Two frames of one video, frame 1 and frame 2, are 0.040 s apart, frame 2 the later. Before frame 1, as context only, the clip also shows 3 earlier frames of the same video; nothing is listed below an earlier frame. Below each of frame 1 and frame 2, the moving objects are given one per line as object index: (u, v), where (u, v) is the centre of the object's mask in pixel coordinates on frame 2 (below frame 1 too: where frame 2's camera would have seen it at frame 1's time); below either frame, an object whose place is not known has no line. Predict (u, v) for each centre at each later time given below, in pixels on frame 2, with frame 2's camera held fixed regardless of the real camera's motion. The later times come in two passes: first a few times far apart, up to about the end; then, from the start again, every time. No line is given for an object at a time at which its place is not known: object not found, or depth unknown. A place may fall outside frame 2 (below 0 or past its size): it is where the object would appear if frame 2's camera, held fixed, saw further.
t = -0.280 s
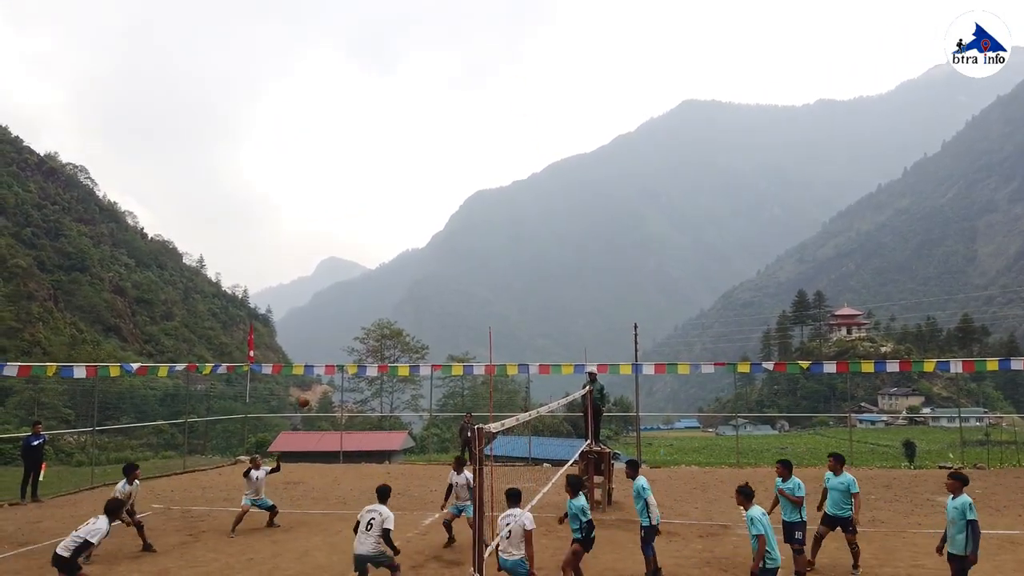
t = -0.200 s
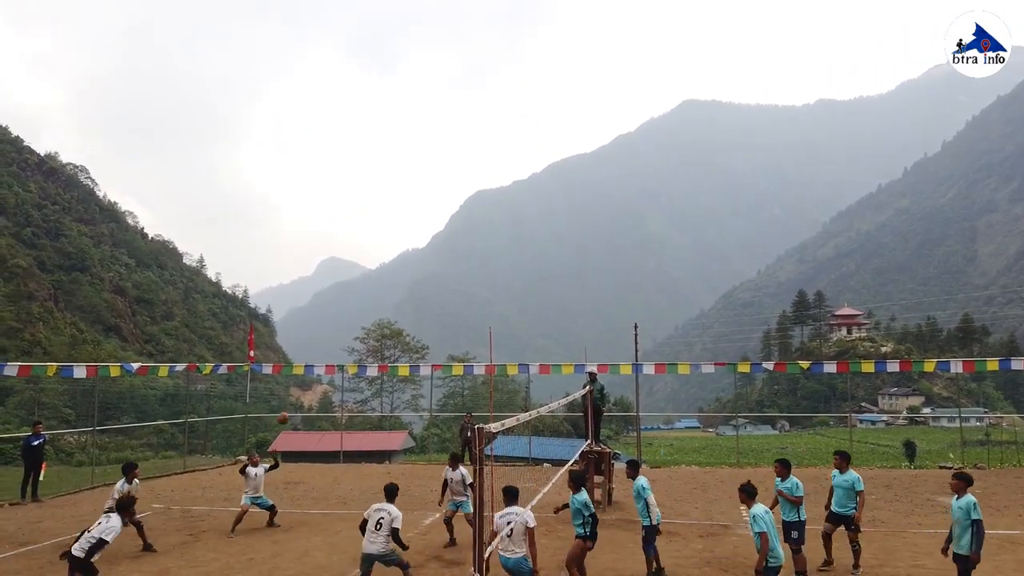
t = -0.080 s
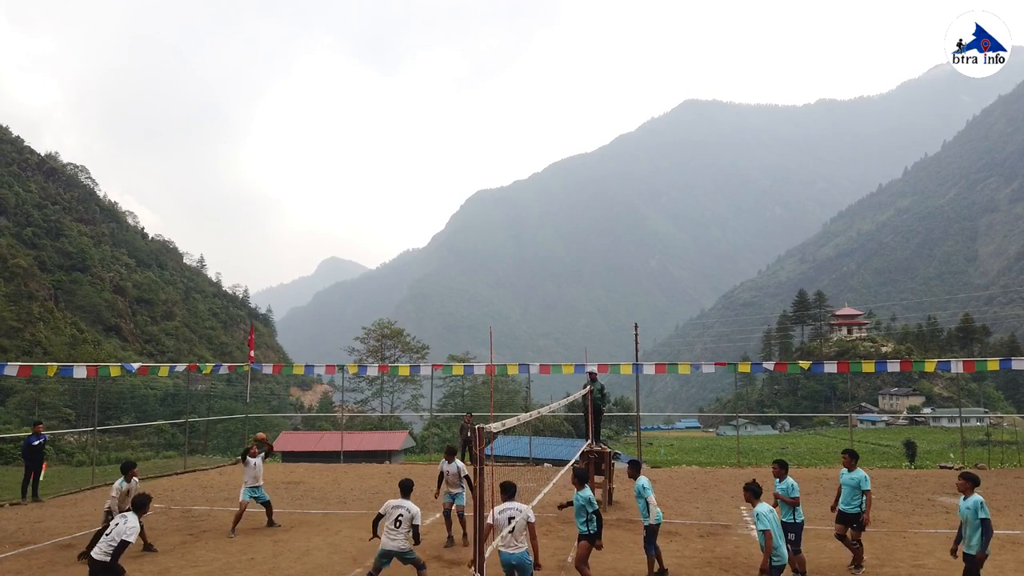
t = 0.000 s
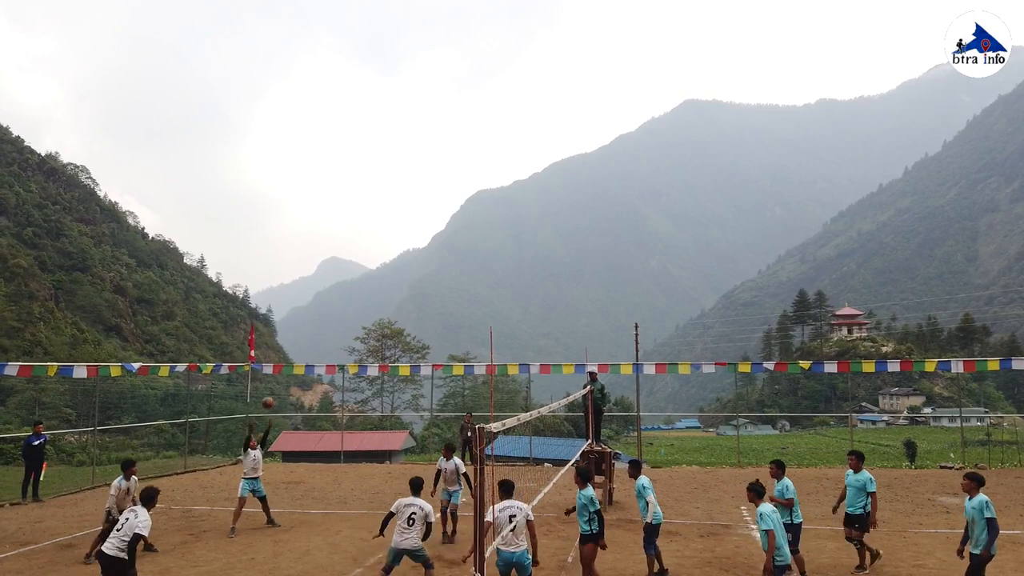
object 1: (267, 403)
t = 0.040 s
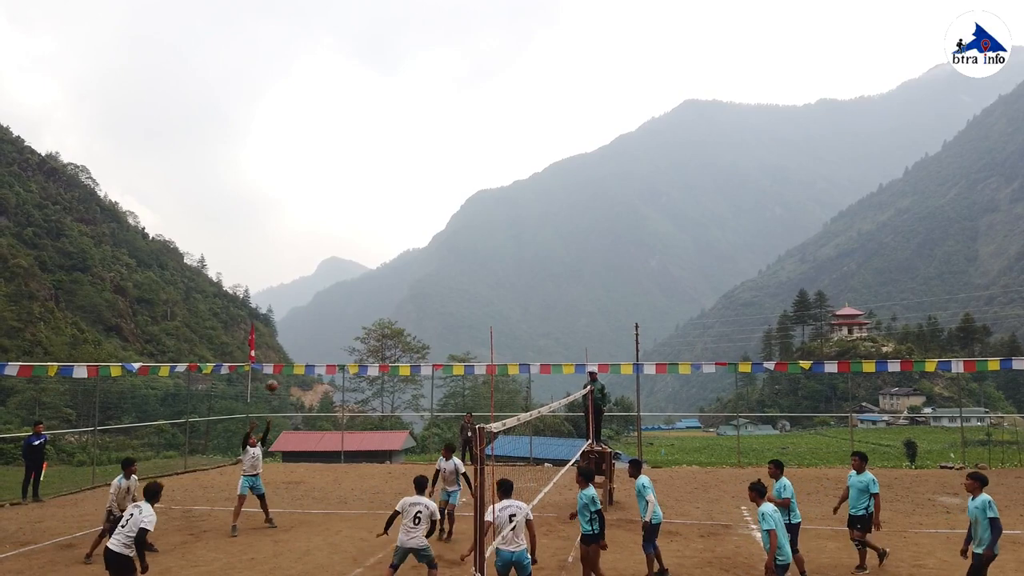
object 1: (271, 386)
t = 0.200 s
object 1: (287, 326)
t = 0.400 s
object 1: (308, 269)
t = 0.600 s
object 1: (329, 234)
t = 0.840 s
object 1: (355, 220)
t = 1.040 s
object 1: (378, 237)
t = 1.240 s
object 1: (401, 281)
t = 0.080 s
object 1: (276, 370)
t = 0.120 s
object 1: (280, 354)
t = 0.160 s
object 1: (283, 340)
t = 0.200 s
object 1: (287, 326)
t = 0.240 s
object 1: (292, 313)
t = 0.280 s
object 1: (296, 301)
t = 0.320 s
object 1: (300, 290)
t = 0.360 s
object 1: (304, 279)
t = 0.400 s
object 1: (308, 269)
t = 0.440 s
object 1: (312, 261)
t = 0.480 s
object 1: (317, 252)
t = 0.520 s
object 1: (321, 245)
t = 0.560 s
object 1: (325, 239)
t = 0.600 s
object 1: (329, 234)
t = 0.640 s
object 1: (333, 229)
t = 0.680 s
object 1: (338, 225)
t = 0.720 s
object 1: (342, 223)
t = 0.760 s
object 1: (346, 221)
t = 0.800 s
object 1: (351, 220)
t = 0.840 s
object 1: (355, 220)
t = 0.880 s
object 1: (360, 222)
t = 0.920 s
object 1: (364, 224)
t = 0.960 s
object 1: (369, 227)
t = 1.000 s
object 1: (373, 231)
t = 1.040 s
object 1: (378, 237)
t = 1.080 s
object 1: (383, 243)
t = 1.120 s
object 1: (387, 251)
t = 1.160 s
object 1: (392, 260)
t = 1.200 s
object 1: (397, 270)
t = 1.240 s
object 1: (401, 281)
